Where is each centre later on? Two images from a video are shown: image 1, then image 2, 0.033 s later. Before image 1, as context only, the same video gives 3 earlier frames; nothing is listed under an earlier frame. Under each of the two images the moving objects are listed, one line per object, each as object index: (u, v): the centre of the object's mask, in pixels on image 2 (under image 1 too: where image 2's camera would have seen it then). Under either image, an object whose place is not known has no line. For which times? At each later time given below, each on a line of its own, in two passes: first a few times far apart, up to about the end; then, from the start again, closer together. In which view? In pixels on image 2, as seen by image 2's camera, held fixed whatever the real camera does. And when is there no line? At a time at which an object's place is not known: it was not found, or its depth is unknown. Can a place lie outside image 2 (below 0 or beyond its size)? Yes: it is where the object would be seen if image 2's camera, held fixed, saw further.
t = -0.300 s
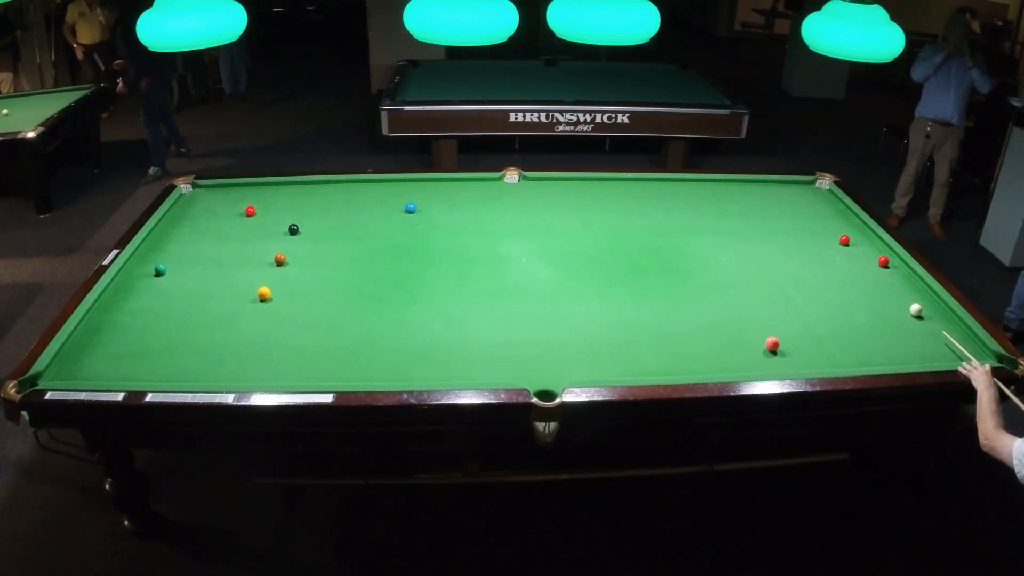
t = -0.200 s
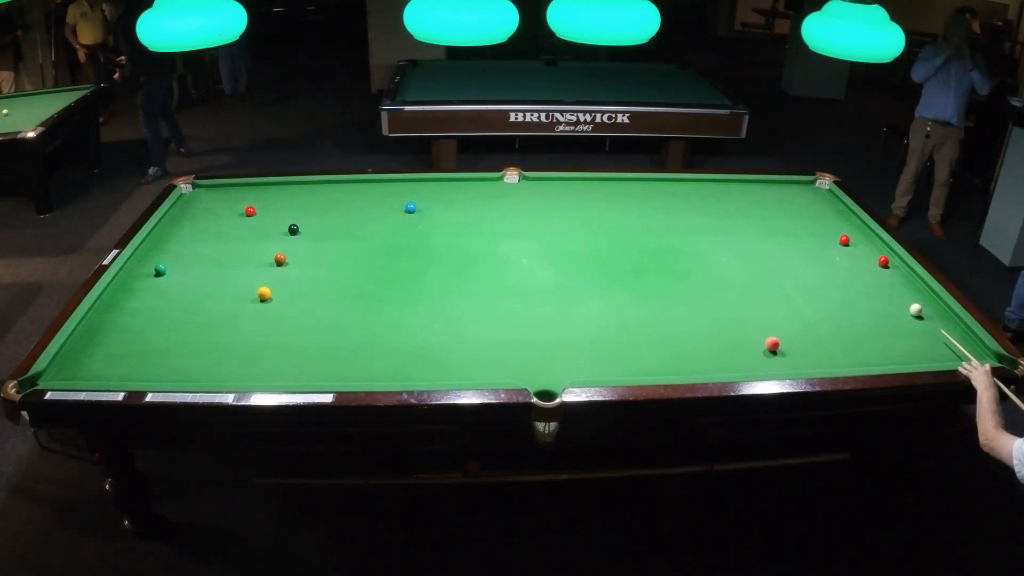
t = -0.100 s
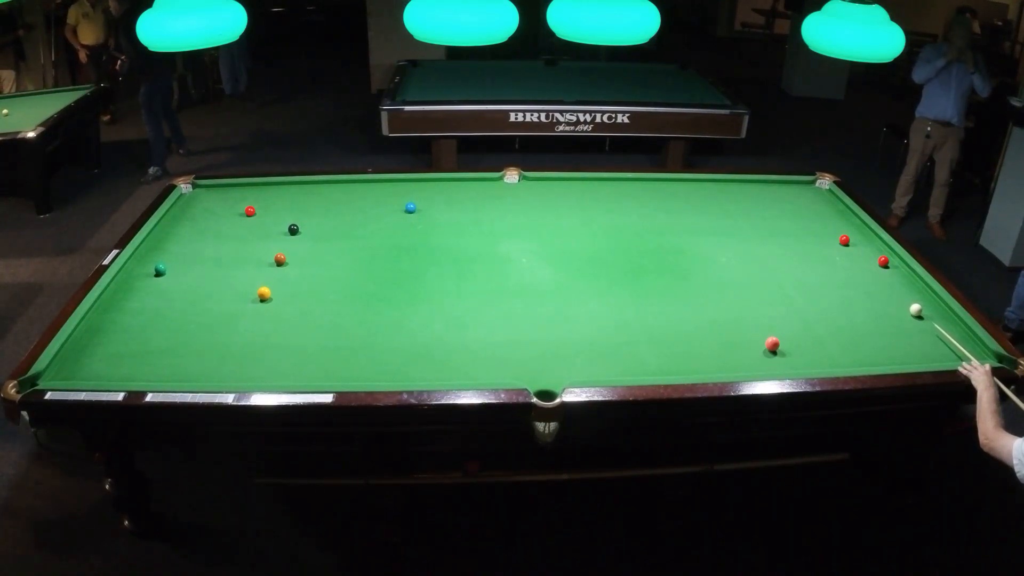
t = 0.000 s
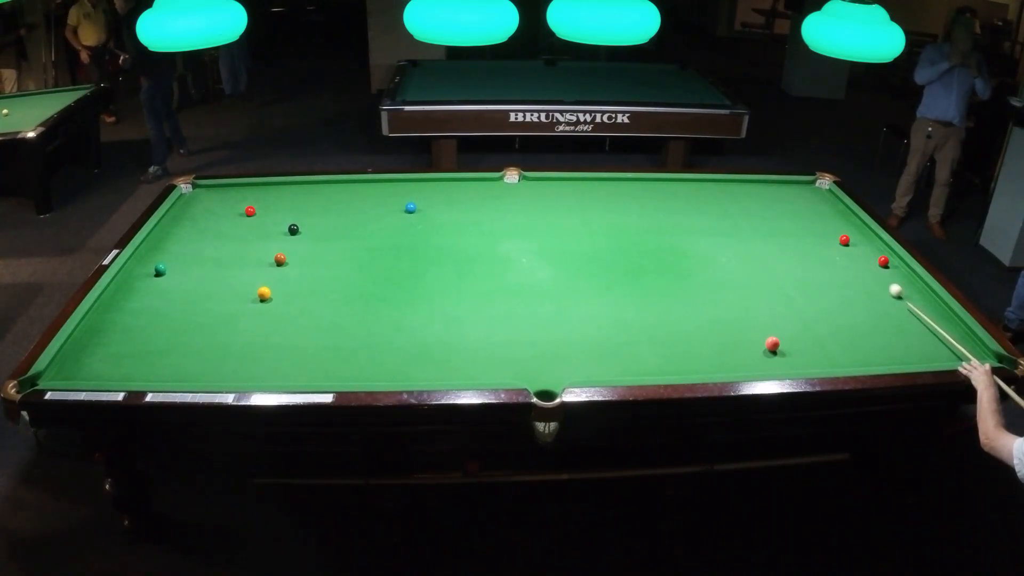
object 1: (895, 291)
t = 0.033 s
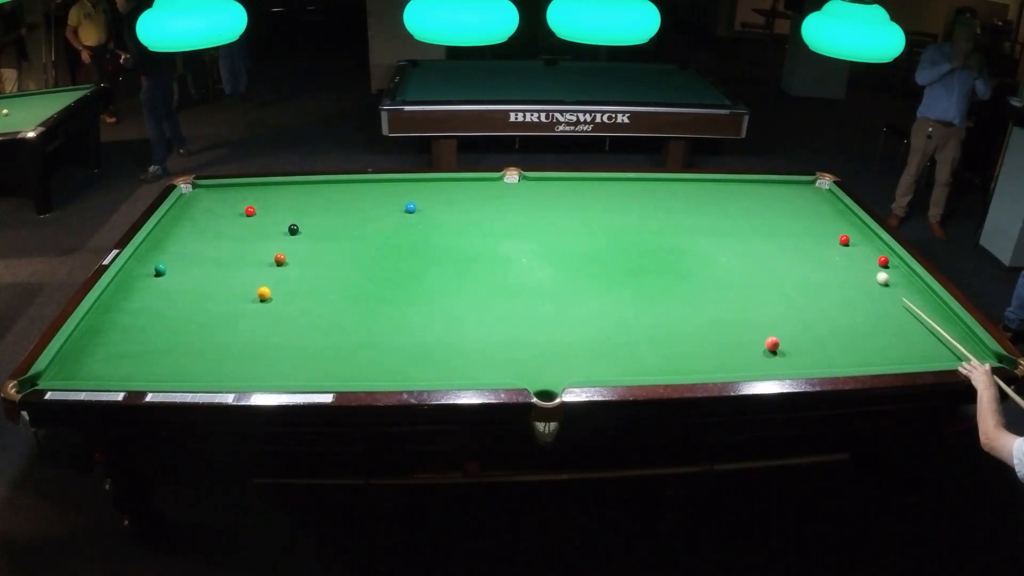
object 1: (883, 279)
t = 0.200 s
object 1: (832, 242)
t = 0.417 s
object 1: (783, 225)
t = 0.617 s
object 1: (739, 208)
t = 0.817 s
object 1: (699, 192)
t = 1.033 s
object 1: (664, 182)
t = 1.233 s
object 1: (647, 192)
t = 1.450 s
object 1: (627, 204)
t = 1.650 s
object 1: (608, 215)
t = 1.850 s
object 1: (588, 226)
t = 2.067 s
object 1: (565, 240)
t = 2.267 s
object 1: (543, 253)
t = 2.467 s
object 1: (520, 266)
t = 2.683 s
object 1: (493, 282)
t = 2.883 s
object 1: (468, 297)
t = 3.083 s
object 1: (442, 312)
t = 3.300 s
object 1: (412, 328)
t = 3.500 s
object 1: (384, 345)
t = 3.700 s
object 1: (356, 361)
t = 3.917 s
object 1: (324, 377)
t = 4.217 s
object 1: (303, 364)
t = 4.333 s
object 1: (297, 363)
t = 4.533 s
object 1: (287, 354)
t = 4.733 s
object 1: (278, 345)
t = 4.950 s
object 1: (270, 337)
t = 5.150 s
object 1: (263, 331)
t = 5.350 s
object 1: (257, 325)
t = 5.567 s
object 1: (251, 319)
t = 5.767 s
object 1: (247, 314)
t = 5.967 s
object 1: (243, 310)
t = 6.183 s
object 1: (239, 306)
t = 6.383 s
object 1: (236, 303)
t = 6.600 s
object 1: (233, 300)
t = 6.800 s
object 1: (231, 298)
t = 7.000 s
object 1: (229, 296)
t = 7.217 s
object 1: (227, 294)
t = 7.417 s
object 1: (227, 293)
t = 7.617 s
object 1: (226, 293)
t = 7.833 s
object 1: (226, 292)
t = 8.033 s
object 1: (226, 292)
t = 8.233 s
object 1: (226, 292)
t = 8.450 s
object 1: (226, 292)
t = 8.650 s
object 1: (226, 292)
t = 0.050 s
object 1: (876, 273)
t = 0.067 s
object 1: (870, 267)
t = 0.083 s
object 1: (864, 262)
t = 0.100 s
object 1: (859, 257)
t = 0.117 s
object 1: (853, 252)
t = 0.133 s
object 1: (848, 247)
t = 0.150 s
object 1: (844, 244)
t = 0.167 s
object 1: (840, 244)
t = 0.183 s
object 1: (836, 243)
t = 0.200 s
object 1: (832, 242)
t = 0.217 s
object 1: (829, 241)
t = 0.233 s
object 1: (825, 240)
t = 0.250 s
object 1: (821, 239)
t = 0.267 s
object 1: (817, 238)
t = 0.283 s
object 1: (813, 237)
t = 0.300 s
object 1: (810, 235)
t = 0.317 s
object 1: (806, 234)
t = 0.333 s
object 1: (802, 232)
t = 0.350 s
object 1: (798, 231)
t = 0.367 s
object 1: (794, 229)
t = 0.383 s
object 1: (790, 228)
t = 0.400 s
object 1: (787, 226)
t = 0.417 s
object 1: (783, 225)
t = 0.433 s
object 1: (779, 223)
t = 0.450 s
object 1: (775, 222)
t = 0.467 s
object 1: (772, 220)
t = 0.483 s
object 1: (768, 219)
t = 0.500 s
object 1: (764, 217)
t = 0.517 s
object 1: (761, 216)
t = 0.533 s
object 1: (757, 215)
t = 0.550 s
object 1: (753, 213)
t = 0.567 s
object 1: (750, 212)
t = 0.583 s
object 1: (746, 211)
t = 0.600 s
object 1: (743, 209)
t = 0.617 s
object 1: (739, 208)
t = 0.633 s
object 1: (736, 206)
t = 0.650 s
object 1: (732, 205)
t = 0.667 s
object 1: (729, 204)
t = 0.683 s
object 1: (726, 202)
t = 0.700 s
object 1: (722, 201)
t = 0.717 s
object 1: (719, 200)
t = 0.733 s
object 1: (716, 199)
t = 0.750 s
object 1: (712, 197)
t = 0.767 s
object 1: (709, 196)
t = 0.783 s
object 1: (706, 195)
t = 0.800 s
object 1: (703, 193)
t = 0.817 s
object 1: (699, 192)
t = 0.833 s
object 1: (696, 191)
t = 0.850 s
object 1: (693, 190)
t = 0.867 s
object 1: (690, 189)
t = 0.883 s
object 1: (687, 187)
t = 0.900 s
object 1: (683, 186)
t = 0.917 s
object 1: (681, 185)
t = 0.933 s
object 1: (678, 184)
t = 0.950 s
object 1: (674, 183)
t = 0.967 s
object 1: (671, 181)
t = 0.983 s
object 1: (668, 180)
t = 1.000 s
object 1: (666, 180)
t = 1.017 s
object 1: (665, 181)
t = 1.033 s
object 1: (664, 182)
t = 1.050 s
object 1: (663, 183)
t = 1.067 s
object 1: (661, 184)
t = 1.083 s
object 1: (660, 185)
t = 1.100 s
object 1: (658, 185)
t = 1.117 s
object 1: (657, 186)
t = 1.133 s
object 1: (655, 187)
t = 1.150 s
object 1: (654, 188)
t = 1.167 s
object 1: (653, 189)
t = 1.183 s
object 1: (651, 190)
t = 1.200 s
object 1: (650, 191)
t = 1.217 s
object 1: (648, 191)
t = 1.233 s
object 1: (647, 192)
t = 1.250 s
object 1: (645, 193)
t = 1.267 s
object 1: (644, 194)
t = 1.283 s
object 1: (643, 195)
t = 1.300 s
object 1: (641, 196)
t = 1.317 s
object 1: (640, 197)
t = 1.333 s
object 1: (638, 198)
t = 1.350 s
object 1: (637, 198)
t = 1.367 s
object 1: (635, 199)
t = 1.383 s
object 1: (634, 200)
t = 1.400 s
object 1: (632, 201)
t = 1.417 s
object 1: (631, 202)
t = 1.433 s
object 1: (629, 203)
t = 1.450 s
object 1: (627, 204)
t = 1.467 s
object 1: (626, 205)
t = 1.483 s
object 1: (624, 206)
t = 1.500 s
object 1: (623, 206)
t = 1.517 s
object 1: (621, 207)
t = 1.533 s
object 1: (620, 208)
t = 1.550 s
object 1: (618, 209)
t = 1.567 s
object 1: (617, 210)
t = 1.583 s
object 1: (615, 211)
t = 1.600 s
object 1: (613, 212)
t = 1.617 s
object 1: (612, 213)
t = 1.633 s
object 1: (610, 214)
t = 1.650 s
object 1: (608, 215)
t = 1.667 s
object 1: (607, 216)
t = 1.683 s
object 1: (605, 217)
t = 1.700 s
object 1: (604, 218)
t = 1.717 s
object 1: (602, 219)
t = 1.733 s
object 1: (600, 220)
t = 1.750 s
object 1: (599, 221)
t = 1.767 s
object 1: (597, 221)
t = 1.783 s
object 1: (595, 222)
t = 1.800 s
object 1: (594, 223)
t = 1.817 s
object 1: (592, 225)
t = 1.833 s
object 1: (590, 225)
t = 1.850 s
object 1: (588, 226)
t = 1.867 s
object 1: (587, 228)
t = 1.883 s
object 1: (585, 229)
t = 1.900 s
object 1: (583, 229)
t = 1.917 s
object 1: (581, 230)
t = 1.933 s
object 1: (580, 231)
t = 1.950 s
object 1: (578, 232)
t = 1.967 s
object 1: (576, 234)
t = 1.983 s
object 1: (574, 235)
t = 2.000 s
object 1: (573, 236)
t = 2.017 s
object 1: (571, 237)
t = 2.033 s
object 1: (569, 238)
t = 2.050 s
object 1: (567, 239)
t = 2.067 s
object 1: (565, 240)
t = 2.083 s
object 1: (564, 241)
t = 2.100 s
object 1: (562, 242)
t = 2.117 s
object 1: (560, 243)
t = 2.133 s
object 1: (558, 244)
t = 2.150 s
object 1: (556, 245)
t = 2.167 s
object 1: (554, 246)
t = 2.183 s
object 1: (552, 247)
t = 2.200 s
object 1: (551, 248)
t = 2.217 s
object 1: (549, 249)
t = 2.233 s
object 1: (547, 251)
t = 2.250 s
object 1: (545, 252)
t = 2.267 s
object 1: (543, 253)
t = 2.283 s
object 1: (541, 254)
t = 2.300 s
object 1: (539, 254)
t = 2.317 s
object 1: (537, 256)
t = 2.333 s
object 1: (535, 257)
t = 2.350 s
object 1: (533, 258)
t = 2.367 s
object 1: (532, 260)
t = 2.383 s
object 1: (530, 261)
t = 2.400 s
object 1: (528, 262)
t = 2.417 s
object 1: (526, 263)
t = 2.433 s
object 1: (524, 264)
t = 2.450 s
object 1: (522, 265)
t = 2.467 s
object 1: (520, 266)
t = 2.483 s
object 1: (518, 267)
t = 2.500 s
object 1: (516, 269)
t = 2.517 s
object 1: (514, 270)
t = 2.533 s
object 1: (511, 271)
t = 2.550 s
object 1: (510, 272)
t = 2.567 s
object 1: (508, 273)
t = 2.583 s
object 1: (506, 274)
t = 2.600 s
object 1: (504, 276)
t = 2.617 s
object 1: (502, 277)
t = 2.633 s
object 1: (500, 278)
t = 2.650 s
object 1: (497, 279)
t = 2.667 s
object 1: (495, 280)
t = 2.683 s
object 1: (493, 282)
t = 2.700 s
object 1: (491, 283)
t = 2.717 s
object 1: (489, 284)
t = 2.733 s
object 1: (487, 285)
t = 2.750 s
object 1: (485, 286)
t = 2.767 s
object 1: (483, 288)
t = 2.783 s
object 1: (481, 289)
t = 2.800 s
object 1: (479, 291)
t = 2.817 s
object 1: (476, 292)
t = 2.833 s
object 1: (474, 293)
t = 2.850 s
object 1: (473, 293)
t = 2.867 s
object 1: (470, 295)
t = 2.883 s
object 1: (468, 297)
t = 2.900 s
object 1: (466, 298)
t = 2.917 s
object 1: (464, 299)
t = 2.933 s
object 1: (462, 300)
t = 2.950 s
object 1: (459, 302)
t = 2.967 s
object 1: (457, 303)
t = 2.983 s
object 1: (455, 304)
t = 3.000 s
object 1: (453, 305)
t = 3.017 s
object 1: (451, 307)
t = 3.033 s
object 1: (449, 308)
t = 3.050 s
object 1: (446, 309)
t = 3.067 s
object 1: (444, 311)
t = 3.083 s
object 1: (442, 312)
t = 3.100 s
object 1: (440, 313)
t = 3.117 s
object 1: (437, 314)
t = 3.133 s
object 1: (435, 316)
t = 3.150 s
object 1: (433, 317)
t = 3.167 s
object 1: (430, 318)
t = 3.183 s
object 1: (428, 320)
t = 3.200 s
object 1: (426, 321)
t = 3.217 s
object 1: (424, 322)
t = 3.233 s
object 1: (421, 324)
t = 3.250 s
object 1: (419, 325)
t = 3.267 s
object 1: (417, 326)
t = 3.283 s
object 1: (415, 327)
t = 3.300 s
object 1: (412, 328)
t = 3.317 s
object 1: (410, 330)
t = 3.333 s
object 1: (408, 331)
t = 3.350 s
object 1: (405, 333)
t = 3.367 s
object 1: (403, 334)
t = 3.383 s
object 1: (401, 335)
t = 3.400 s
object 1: (398, 337)
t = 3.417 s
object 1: (396, 338)
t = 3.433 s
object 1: (394, 339)
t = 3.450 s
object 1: (392, 340)
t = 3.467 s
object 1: (389, 342)
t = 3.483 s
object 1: (386, 343)
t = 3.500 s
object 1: (384, 345)
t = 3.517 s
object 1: (382, 346)
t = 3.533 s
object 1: (380, 347)
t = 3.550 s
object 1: (377, 349)
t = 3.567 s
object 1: (375, 350)
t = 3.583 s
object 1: (373, 352)
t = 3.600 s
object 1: (370, 353)
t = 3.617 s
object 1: (368, 354)
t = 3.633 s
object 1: (365, 356)
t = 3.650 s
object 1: (363, 357)
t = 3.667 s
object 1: (361, 358)
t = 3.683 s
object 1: (358, 360)
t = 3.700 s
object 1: (356, 361)
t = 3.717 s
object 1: (354, 362)
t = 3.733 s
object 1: (351, 364)
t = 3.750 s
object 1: (349, 365)
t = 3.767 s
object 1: (346, 367)
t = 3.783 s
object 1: (344, 368)
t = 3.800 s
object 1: (342, 369)
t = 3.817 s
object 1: (339, 371)
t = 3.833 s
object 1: (336, 372)
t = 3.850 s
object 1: (334, 373)
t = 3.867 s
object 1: (332, 374)
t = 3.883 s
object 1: (329, 375)
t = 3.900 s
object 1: (327, 376)
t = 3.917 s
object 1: (324, 377)
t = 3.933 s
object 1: (322, 378)
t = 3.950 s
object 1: (317, 379)
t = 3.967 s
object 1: (313, 380)
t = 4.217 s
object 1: (303, 364)
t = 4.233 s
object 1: (303, 365)
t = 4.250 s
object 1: (302, 365)
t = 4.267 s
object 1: (300, 366)
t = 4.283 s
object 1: (300, 365)
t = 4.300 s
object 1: (298, 364)
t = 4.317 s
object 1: (298, 364)
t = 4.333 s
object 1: (297, 363)
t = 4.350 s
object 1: (296, 362)
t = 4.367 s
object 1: (295, 361)
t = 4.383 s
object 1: (294, 360)
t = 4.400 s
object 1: (294, 359)
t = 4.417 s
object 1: (293, 359)
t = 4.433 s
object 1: (292, 358)
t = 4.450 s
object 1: (291, 357)
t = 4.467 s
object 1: (290, 356)
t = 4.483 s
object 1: (290, 356)
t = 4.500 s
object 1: (289, 355)
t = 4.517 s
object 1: (288, 354)
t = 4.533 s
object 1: (287, 354)
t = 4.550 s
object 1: (286, 353)
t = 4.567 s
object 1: (285, 352)
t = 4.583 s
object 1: (285, 352)
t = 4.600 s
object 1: (284, 350)
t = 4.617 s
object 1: (283, 350)
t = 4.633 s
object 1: (283, 349)
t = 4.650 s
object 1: (282, 348)
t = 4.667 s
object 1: (281, 347)
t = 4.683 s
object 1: (281, 347)
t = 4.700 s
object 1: (280, 347)
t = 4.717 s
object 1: (279, 346)
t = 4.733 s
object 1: (278, 345)
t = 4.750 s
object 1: (278, 345)
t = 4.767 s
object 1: (277, 344)
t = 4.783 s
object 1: (276, 343)
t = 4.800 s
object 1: (276, 343)
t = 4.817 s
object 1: (275, 342)
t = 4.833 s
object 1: (274, 341)
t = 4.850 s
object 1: (274, 341)
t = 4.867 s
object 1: (273, 340)
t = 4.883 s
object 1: (272, 339)
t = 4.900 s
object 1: (272, 339)
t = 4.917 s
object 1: (271, 338)
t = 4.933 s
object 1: (270, 338)
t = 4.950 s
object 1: (270, 337)
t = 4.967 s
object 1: (269, 337)
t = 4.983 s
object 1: (269, 336)
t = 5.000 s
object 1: (268, 336)
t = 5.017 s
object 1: (267, 335)
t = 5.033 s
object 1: (267, 335)
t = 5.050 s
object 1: (266, 334)
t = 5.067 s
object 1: (266, 333)
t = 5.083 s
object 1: (265, 333)
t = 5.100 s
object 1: (264, 332)
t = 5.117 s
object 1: (264, 332)
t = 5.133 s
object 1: (263, 331)
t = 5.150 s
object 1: (263, 331)
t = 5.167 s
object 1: (262, 330)
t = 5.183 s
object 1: (262, 330)
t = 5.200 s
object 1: (261, 329)
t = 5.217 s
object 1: (261, 329)
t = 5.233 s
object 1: (260, 328)
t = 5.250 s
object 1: (260, 328)
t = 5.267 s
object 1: (259, 327)
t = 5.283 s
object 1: (259, 327)
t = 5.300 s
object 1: (258, 326)
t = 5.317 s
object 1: (258, 326)
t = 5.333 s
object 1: (257, 325)
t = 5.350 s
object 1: (257, 325)
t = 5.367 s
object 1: (256, 324)
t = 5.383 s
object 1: (256, 324)
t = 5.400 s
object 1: (255, 323)
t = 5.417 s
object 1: (255, 323)
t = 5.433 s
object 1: (254, 323)
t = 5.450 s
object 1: (254, 322)
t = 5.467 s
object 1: (254, 322)
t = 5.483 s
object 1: (253, 321)
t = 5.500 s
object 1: (253, 321)
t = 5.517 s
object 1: (253, 320)
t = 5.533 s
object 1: (252, 320)
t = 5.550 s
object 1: (252, 320)
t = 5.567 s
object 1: (251, 319)
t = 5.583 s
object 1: (251, 319)
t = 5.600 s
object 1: (250, 318)
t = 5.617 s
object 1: (250, 318)
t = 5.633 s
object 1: (250, 317)
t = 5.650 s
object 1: (249, 317)
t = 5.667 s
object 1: (249, 316)
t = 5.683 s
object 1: (249, 316)
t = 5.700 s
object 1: (248, 316)
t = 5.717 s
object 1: (248, 315)
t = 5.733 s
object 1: (247, 315)
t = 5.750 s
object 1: (247, 315)
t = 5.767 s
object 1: (247, 314)
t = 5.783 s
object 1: (246, 314)
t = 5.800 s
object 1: (246, 314)
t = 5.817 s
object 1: (246, 313)
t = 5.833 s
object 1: (245, 313)
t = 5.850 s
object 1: (245, 313)
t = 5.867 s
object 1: (245, 312)
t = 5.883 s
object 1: (244, 312)
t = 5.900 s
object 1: (244, 312)
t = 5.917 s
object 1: (244, 311)
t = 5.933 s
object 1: (243, 311)
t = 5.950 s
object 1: (243, 311)
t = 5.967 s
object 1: (243, 310)
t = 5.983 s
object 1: (242, 310)
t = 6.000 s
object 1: (242, 309)
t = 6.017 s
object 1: (242, 309)
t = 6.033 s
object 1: (241, 309)
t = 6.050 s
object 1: (241, 308)
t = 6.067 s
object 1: (241, 308)
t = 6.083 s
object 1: (241, 308)
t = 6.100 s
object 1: (240, 307)
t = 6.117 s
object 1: (240, 307)
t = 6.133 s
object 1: (240, 307)
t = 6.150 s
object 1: (240, 307)
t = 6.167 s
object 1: (239, 306)
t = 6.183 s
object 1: (239, 306)
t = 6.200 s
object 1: (239, 306)
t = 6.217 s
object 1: (238, 306)
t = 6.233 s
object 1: (238, 305)
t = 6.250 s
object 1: (238, 305)
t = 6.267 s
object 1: (238, 305)
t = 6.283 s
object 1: (237, 305)
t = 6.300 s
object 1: (237, 304)
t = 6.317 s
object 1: (237, 304)
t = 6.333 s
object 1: (237, 304)
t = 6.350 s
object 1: (236, 304)
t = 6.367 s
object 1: (236, 303)
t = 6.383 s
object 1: (236, 303)
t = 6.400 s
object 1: (236, 303)
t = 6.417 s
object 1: (235, 303)
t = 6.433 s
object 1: (235, 302)
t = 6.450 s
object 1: (235, 302)
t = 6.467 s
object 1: (235, 302)
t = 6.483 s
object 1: (234, 301)
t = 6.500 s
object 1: (234, 301)
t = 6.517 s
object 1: (234, 301)
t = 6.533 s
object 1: (234, 301)
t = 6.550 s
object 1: (233, 300)
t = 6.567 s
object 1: (233, 300)
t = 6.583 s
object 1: (233, 300)
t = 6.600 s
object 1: (233, 300)
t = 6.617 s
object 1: (233, 300)
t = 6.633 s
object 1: (232, 299)
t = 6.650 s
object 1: (232, 299)
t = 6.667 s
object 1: (232, 299)
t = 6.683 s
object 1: (232, 299)
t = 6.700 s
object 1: (232, 299)
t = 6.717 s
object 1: (232, 299)
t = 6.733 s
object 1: (231, 298)
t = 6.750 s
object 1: (231, 298)
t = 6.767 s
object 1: (231, 298)
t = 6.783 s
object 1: (231, 298)
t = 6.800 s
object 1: (231, 298)
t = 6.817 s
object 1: (231, 298)
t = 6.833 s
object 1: (230, 298)
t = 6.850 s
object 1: (230, 297)
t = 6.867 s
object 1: (230, 297)
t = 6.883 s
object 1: (230, 297)
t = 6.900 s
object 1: (230, 297)
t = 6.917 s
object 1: (229, 297)
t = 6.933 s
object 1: (229, 296)
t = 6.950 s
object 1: (229, 296)
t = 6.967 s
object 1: (229, 296)
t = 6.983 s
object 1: (229, 296)
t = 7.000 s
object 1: (229, 296)
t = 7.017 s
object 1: (229, 296)
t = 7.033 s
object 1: (229, 296)
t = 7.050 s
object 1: (228, 296)
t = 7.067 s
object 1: (228, 295)
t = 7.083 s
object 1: (228, 295)
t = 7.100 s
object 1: (228, 295)
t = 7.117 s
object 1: (228, 295)
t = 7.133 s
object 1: (228, 295)
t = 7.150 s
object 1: (228, 295)
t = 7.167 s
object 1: (228, 295)
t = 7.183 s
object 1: (228, 294)
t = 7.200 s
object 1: (228, 294)
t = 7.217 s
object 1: (227, 294)
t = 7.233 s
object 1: (227, 294)
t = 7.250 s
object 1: (227, 294)
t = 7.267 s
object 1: (227, 294)
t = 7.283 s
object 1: (227, 294)
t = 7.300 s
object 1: (227, 294)
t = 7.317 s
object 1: (227, 294)
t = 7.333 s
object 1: (227, 294)
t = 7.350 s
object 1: (227, 293)
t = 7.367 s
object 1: (227, 294)
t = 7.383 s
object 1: (227, 293)
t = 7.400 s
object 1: (227, 293)
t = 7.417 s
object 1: (227, 293)
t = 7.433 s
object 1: (227, 293)
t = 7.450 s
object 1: (227, 293)
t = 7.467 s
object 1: (227, 293)
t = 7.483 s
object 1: (226, 293)
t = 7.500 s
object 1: (226, 293)
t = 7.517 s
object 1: (226, 293)
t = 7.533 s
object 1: (226, 293)
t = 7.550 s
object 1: (226, 293)
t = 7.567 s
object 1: (226, 293)
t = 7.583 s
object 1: (226, 293)
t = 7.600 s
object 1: (226, 293)
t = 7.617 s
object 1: (226, 293)
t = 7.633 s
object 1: (226, 292)
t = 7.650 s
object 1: (226, 292)
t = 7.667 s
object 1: (226, 292)
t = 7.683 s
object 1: (226, 292)
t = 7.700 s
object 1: (226, 292)
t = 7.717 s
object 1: (226, 292)
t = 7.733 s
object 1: (226, 292)
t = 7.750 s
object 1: (226, 292)
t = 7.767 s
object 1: (226, 292)
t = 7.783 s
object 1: (226, 292)
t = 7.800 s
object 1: (226, 292)
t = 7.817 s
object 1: (226, 292)
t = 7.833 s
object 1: (226, 292)
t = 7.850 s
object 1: (226, 292)
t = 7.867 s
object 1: (226, 292)
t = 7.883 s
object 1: (226, 292)
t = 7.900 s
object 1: (226, 292)
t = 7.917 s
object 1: (226, 292)
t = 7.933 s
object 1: (226, 292)
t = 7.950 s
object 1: (226, 292)
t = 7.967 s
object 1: (226, 292)
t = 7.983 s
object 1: (226, 292)
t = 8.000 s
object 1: (226, 292)
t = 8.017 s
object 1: (226, 292)
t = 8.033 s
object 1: (226, 292)
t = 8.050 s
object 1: (226, 292)
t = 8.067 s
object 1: (226, 292)
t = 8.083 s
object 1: (226, 292)
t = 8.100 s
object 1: (226, 292)
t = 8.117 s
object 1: (226, 292)
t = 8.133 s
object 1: (226, 292)
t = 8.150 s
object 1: (226, 292)
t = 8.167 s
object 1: (226, 292)
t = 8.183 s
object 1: (226, 292)
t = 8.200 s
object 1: (226, 292)
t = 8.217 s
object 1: (226, 292)
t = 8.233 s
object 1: (226, 292)
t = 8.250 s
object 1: (226, 292)
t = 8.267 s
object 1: (226, 292)
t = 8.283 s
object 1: (226, 292)
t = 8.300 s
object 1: (226, 292)
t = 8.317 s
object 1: (226, 292)
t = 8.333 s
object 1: (226, 292)
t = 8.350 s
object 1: (226, 292)
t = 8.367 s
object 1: (226, 292)
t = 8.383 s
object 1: (226, 292)
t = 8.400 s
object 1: (226, 292)
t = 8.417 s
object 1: (226, 292)
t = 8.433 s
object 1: (226, 292)
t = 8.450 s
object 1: (226, 292)
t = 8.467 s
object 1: (226, 292)
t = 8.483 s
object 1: (226, 292)
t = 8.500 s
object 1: (226, 292)
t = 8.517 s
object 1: (226, 292)
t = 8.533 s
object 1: (226, 292)
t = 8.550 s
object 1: (226, 292)
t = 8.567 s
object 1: (226, 292)
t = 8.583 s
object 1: (226, 292)
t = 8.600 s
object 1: (226, 292)
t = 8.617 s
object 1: (226, 292)
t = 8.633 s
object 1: (226, 292)
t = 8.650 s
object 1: (226, 292)
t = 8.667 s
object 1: (226, 292)
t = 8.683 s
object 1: (226, 292)
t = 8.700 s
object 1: (226, 292)
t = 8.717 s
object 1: (226, 292)
